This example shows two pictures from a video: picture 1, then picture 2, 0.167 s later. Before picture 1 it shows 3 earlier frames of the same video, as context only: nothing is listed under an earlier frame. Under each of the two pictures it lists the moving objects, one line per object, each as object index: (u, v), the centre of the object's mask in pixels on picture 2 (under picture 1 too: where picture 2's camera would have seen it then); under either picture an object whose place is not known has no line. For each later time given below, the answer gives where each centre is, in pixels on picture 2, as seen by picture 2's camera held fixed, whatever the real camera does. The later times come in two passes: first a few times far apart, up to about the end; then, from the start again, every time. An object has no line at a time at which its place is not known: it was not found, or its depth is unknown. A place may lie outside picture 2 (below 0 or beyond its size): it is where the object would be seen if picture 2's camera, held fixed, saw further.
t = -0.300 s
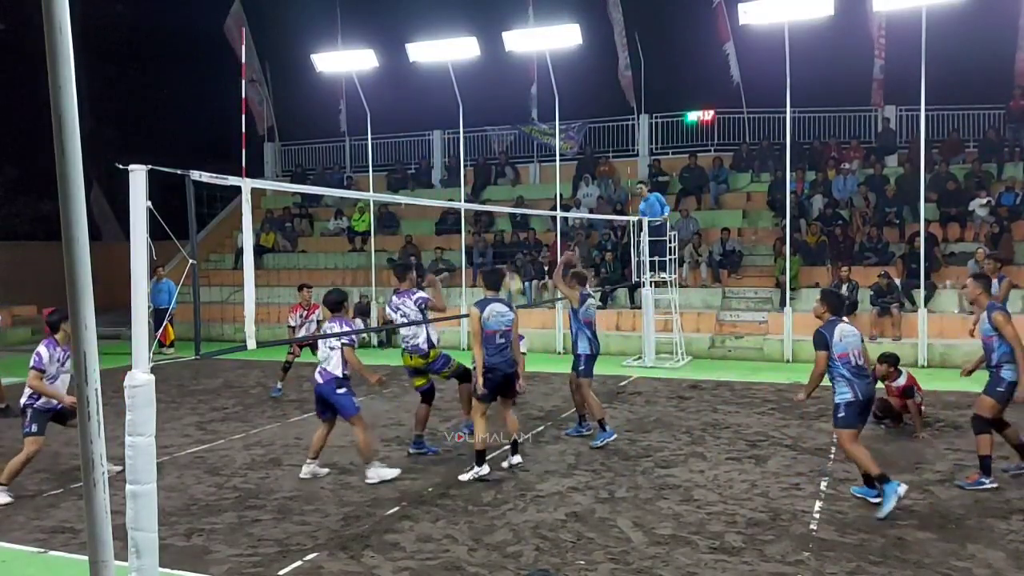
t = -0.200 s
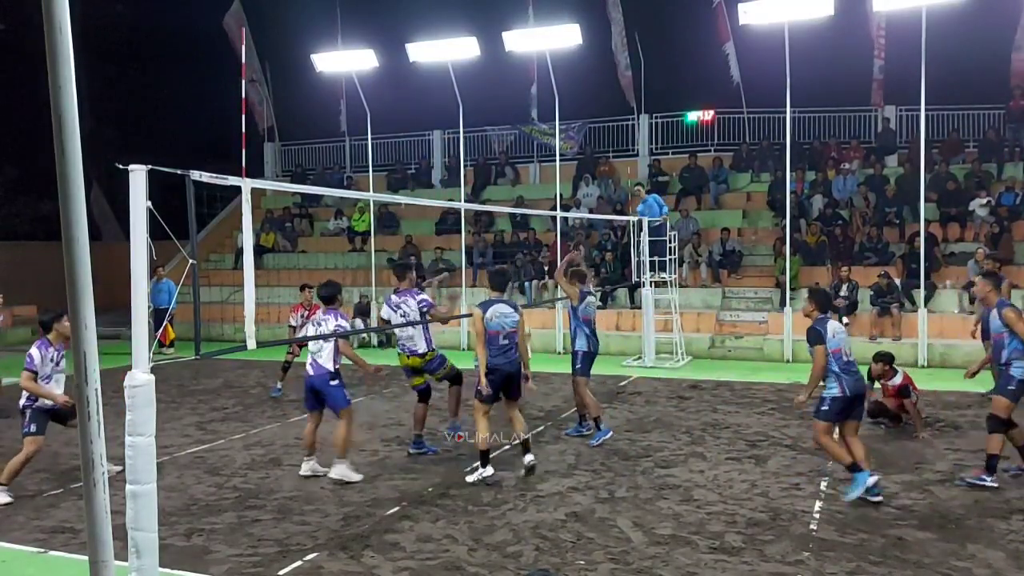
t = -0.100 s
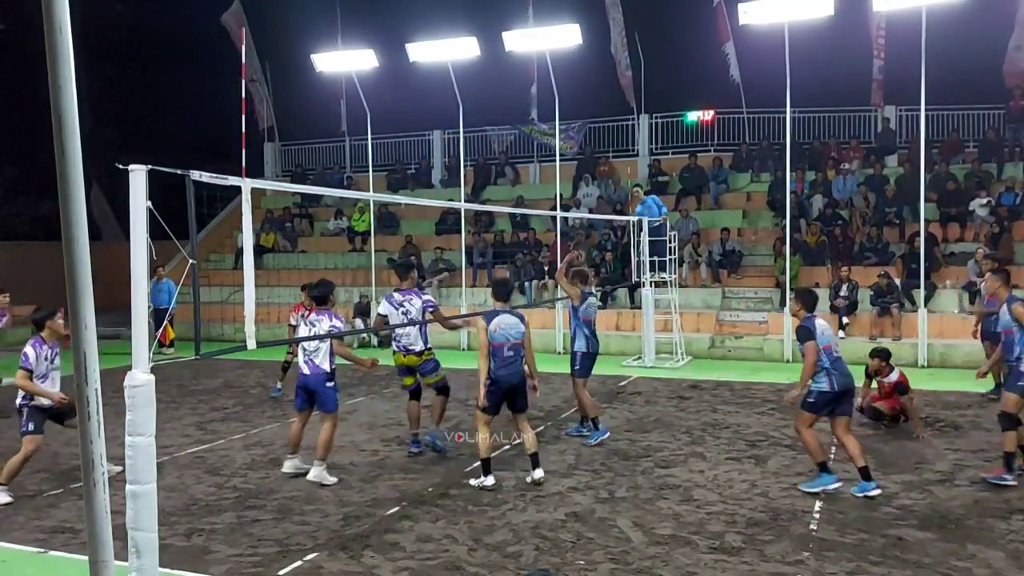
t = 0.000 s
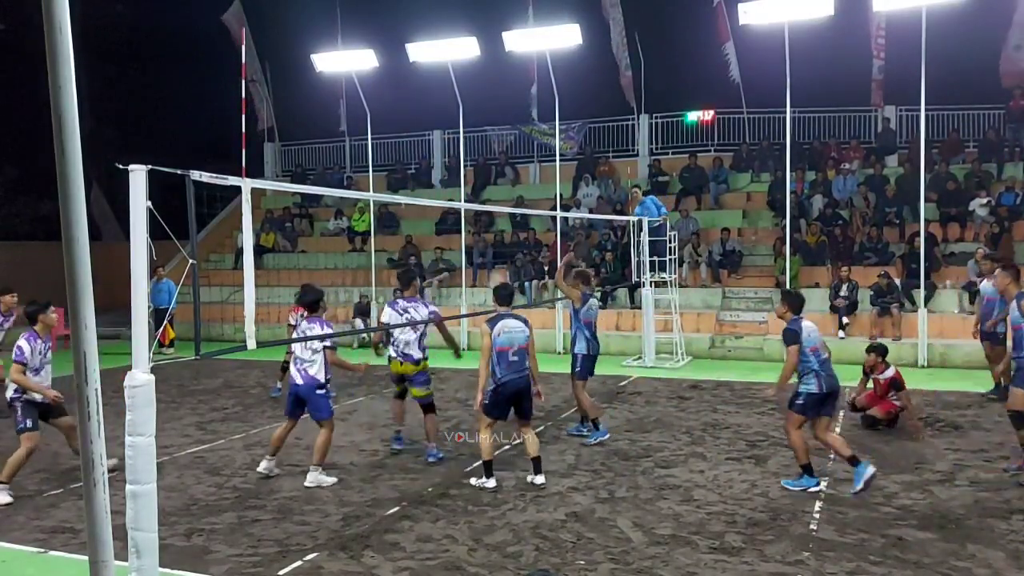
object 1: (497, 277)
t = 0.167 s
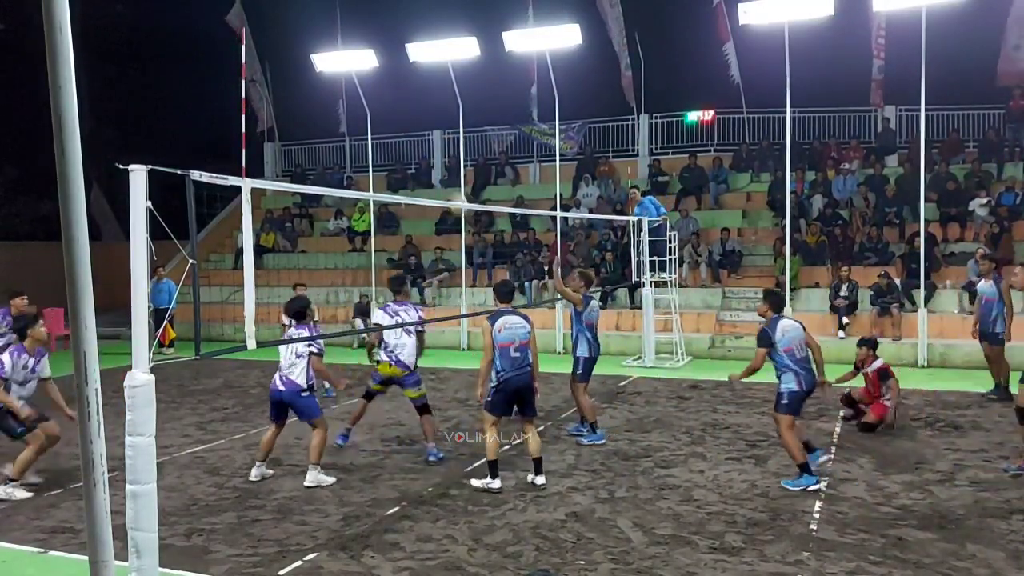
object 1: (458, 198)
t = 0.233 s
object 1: (444, 177)
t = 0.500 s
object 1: (381, 114)
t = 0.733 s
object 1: (324, 112)
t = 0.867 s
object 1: (290, 134)
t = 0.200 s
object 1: (451, 190)
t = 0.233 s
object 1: (444, 177)
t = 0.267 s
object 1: (435, 167)
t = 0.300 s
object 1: (427, 157)
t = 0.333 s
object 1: (419, 147)
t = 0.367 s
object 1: (411, 137)
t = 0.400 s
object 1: (403, 130)
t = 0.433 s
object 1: (396, 124)
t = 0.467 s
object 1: (388, 118)
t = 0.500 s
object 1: (381, 114)
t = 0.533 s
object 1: (371, 111)
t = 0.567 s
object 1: (364, 108)
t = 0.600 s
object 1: (355, 107)
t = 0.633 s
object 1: (346, 106)
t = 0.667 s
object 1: (339, 107)
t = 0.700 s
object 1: (332, 110)
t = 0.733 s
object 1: (324, 112)
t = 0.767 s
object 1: (315, 116)
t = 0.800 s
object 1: (307, 121)
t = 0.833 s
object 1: (298, 127)
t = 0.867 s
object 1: (290, 134)
